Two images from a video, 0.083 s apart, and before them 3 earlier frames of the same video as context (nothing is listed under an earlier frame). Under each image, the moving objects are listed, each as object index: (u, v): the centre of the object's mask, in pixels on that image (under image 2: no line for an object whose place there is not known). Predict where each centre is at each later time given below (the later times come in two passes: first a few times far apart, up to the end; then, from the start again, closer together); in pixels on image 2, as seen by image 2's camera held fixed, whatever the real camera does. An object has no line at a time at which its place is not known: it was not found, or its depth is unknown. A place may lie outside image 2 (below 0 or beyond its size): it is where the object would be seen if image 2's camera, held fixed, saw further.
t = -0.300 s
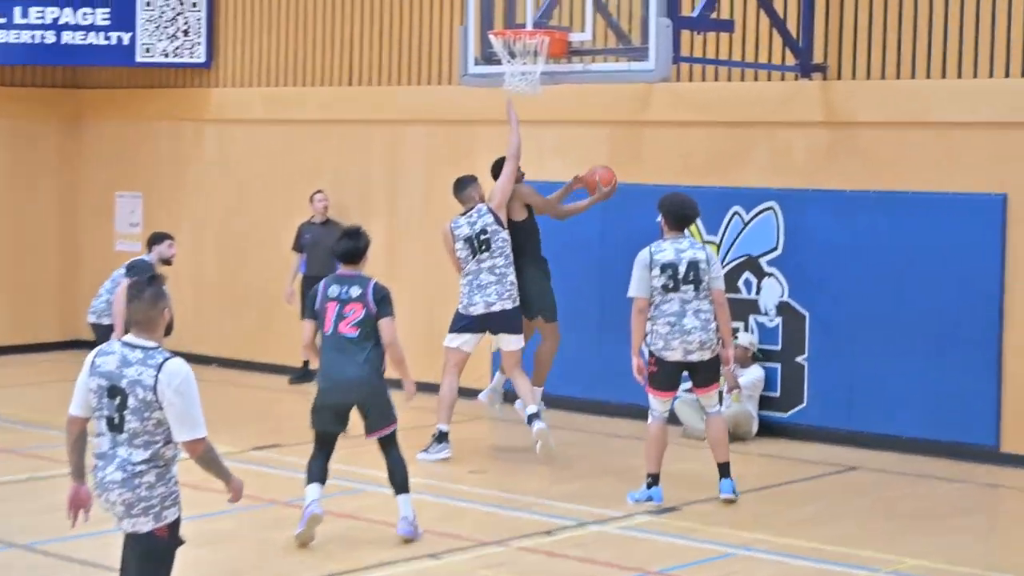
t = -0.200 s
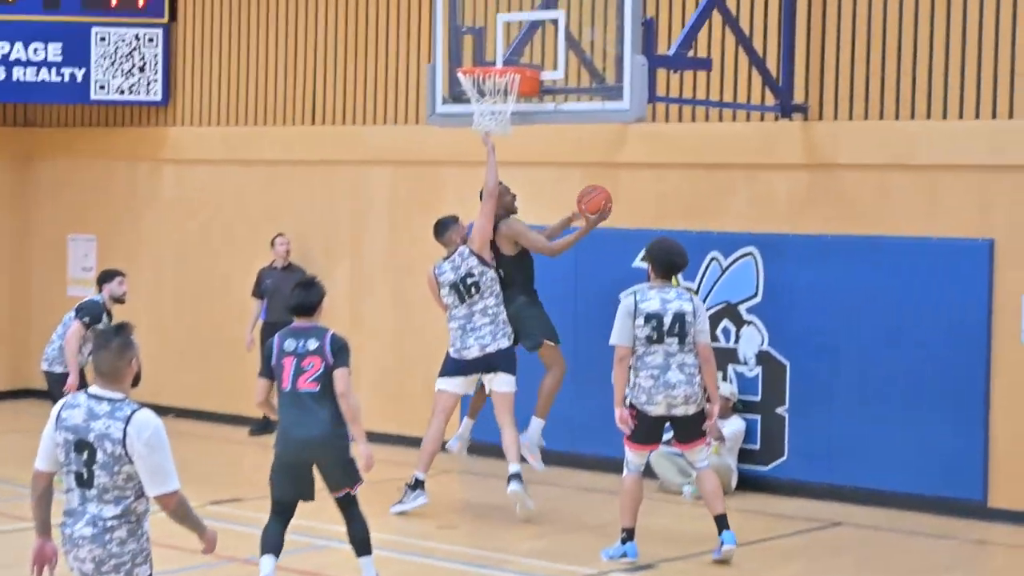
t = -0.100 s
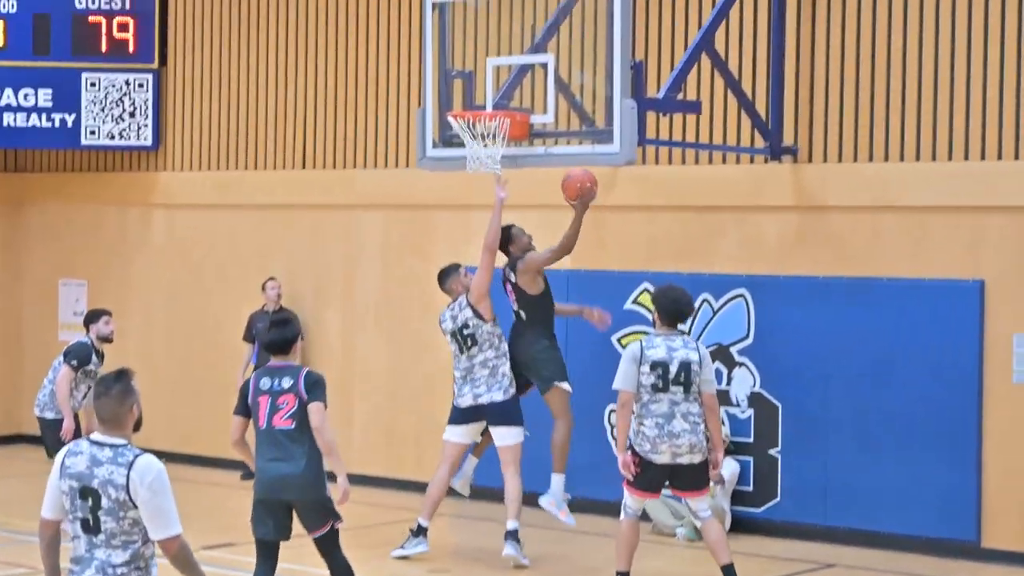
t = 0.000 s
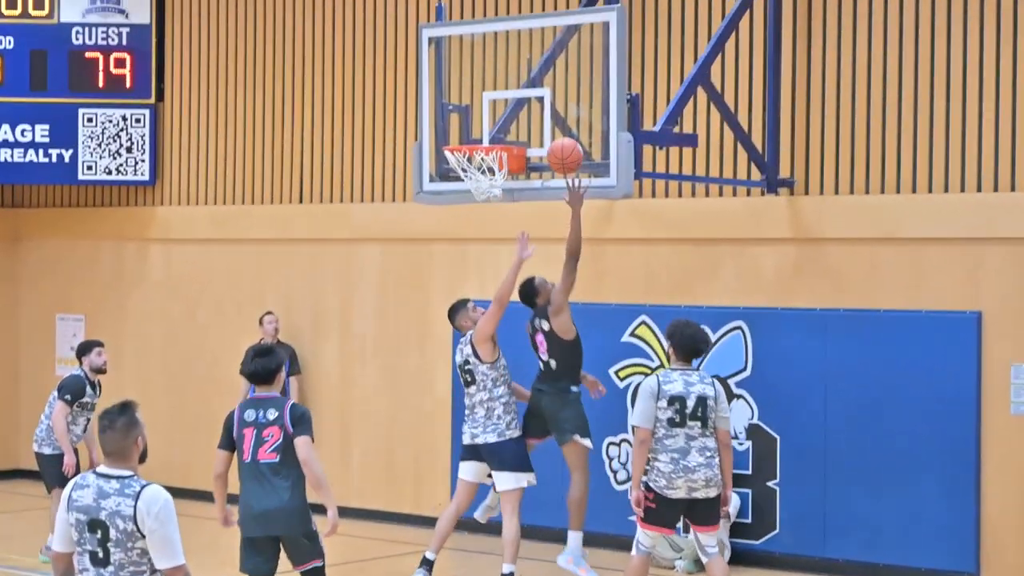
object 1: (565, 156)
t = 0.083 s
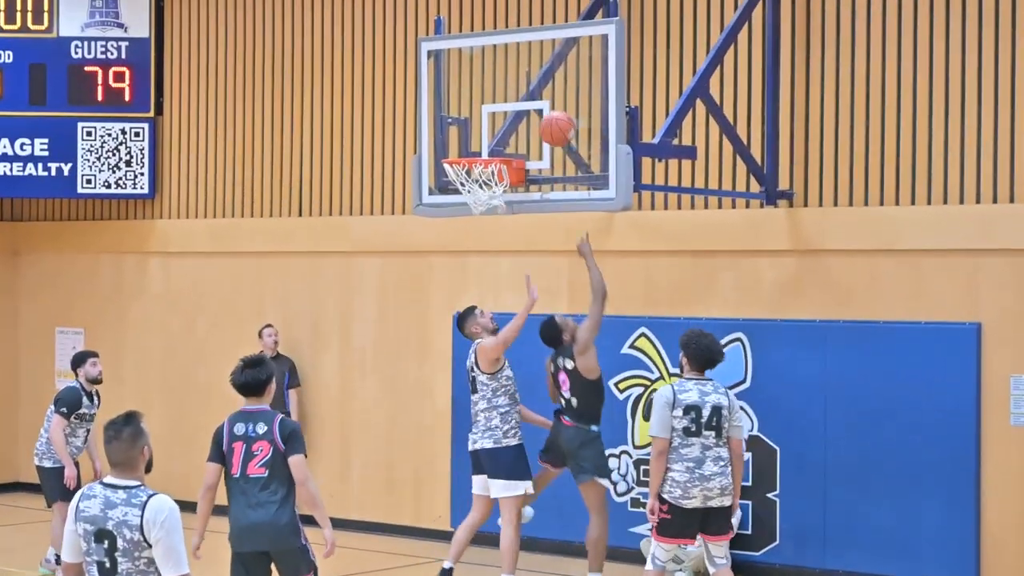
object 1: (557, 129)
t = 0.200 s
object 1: (547, 91)
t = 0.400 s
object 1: (509, 120)
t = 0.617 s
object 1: (470, 205)
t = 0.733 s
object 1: (463, 244)
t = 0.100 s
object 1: (555, 121)
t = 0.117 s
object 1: (554, 116)
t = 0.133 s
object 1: (553, 109)
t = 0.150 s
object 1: (551, 104)
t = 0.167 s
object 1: (550, 99)
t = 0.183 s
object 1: (549, 95)
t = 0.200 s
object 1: (547, 91)
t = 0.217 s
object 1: (545, 89)
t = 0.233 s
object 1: (542, 89)
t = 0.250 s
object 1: (539, 90)
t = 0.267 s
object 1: (535, 92)
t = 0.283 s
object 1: (532, 94)
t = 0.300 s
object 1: (529, 96)
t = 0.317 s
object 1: (526, 99)
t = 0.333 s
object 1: (522, 102)
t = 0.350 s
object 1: (519, 106)
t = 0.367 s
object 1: (515, 110)
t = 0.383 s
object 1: (512, 115)
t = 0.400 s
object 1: (509, 120)
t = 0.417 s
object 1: (506, 125)
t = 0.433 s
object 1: (502, 131)
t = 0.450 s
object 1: (499, 137)
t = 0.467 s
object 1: (496, 142)
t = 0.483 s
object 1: (492, 146)
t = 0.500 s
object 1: (489, 149)
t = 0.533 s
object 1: (476, 175)
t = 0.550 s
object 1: (479, 180)
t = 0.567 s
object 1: (477, 185)
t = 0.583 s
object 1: (474, 192)
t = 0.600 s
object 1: (471, 199)
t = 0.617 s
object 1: (470, 205)
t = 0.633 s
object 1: (469, 219)
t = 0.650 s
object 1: (469, 219)
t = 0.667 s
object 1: (467, 221)
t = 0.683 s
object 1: (465, 225)
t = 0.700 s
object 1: (464, 232)
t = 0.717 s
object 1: (464, 237)
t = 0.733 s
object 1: (463, 244)
